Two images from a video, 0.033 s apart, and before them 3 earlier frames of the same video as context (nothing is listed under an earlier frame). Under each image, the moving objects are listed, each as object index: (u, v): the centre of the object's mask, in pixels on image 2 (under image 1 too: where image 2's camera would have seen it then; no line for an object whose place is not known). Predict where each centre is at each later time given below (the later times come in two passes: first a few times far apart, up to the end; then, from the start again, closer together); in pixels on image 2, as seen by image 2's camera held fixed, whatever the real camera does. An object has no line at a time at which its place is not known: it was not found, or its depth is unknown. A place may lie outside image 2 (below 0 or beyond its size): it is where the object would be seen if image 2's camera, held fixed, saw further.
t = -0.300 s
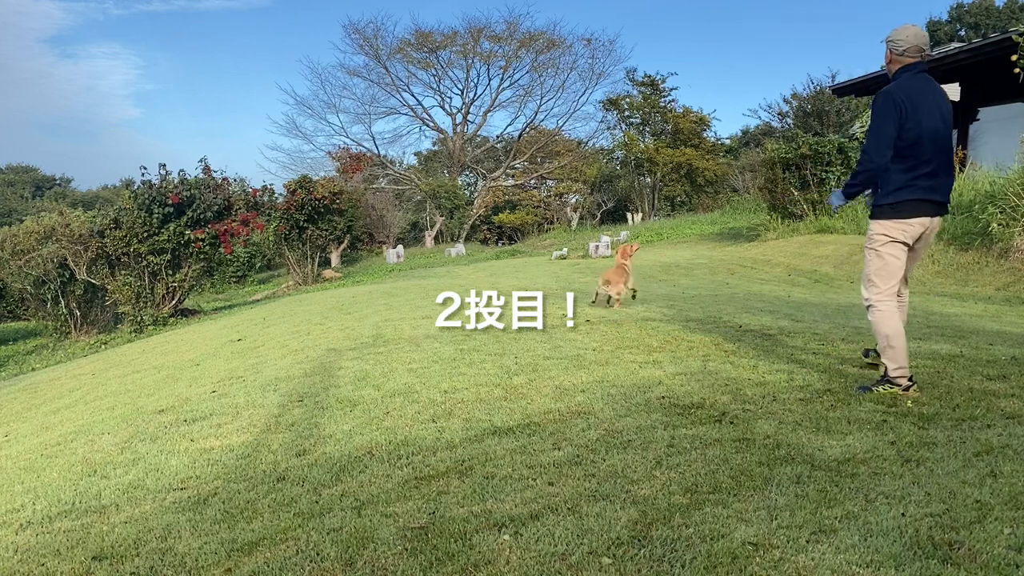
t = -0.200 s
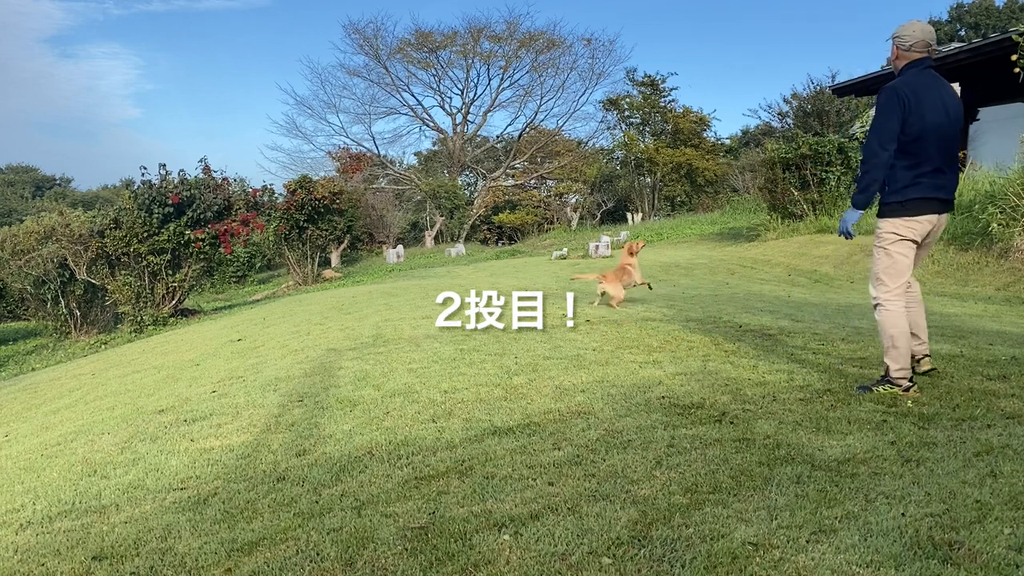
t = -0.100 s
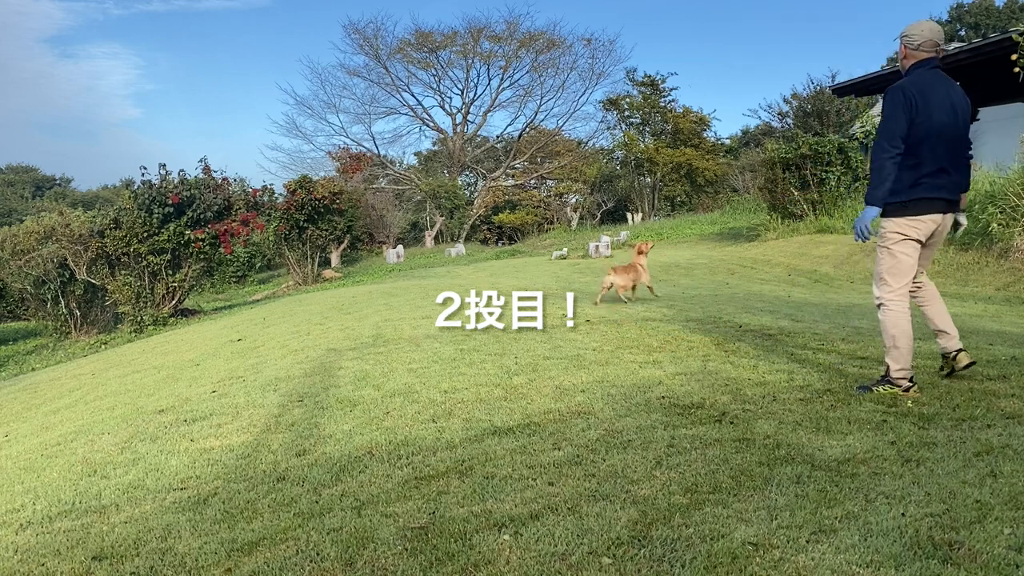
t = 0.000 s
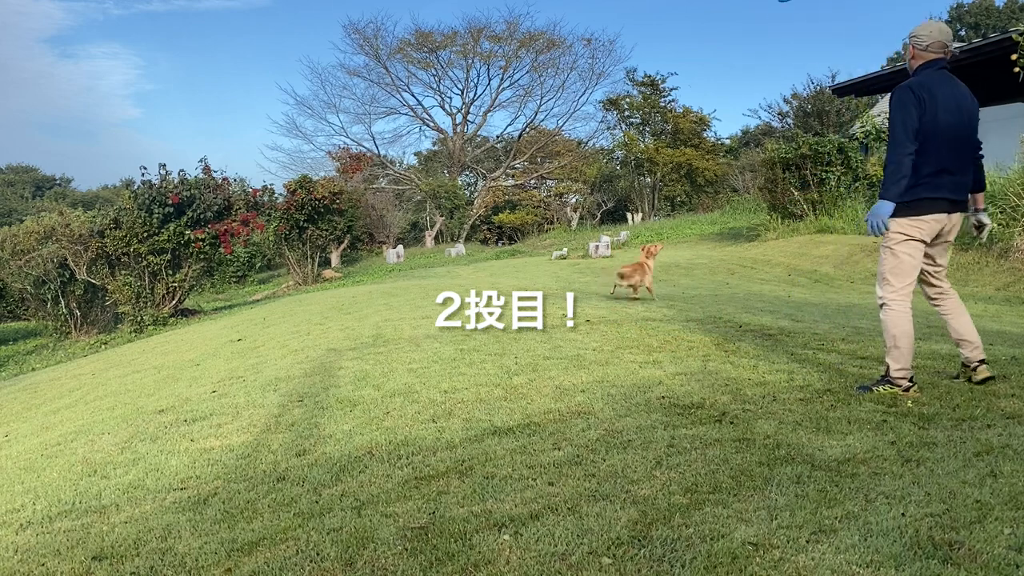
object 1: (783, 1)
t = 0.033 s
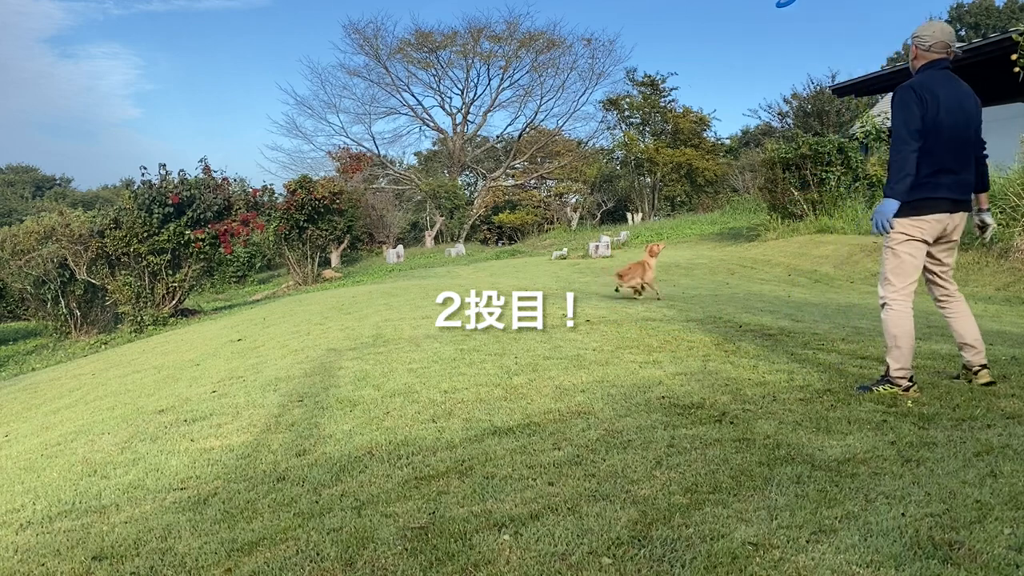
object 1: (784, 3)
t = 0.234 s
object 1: (765, 42)
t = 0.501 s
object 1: (724, 117)
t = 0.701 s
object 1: (680, 188)
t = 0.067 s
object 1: (783, 6)
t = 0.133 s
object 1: (777, 20)
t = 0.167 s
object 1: (773, 27)
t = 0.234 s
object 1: (765, 42)
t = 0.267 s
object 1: (761, 50)
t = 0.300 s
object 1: (757, 58)
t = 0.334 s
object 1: (751, 68)
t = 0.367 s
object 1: (747, 77)
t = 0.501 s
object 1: (724, 117)
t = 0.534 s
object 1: (717, 129)
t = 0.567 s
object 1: (710, 139)
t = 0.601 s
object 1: (703, 152)
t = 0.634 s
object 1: (695, 163)
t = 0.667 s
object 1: (688, 176)
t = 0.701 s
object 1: (680, 188)
